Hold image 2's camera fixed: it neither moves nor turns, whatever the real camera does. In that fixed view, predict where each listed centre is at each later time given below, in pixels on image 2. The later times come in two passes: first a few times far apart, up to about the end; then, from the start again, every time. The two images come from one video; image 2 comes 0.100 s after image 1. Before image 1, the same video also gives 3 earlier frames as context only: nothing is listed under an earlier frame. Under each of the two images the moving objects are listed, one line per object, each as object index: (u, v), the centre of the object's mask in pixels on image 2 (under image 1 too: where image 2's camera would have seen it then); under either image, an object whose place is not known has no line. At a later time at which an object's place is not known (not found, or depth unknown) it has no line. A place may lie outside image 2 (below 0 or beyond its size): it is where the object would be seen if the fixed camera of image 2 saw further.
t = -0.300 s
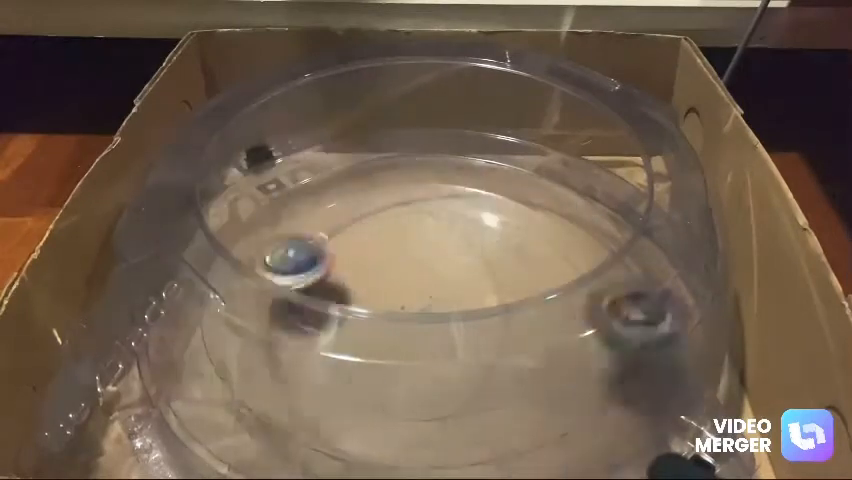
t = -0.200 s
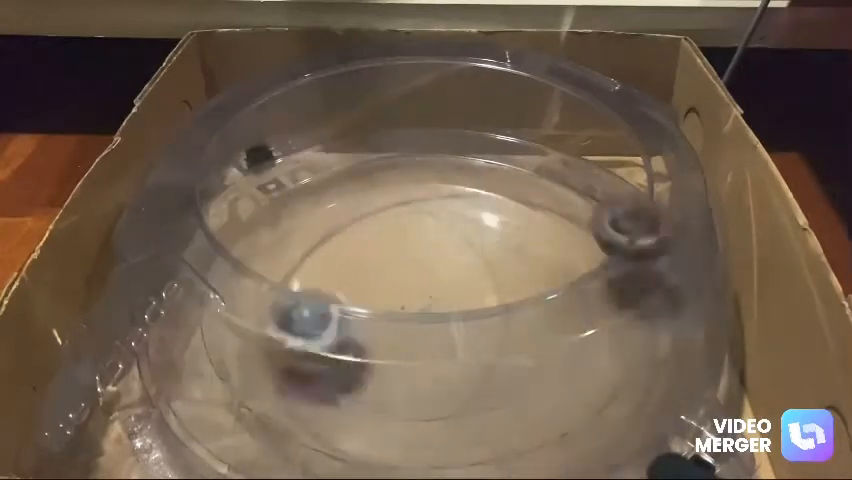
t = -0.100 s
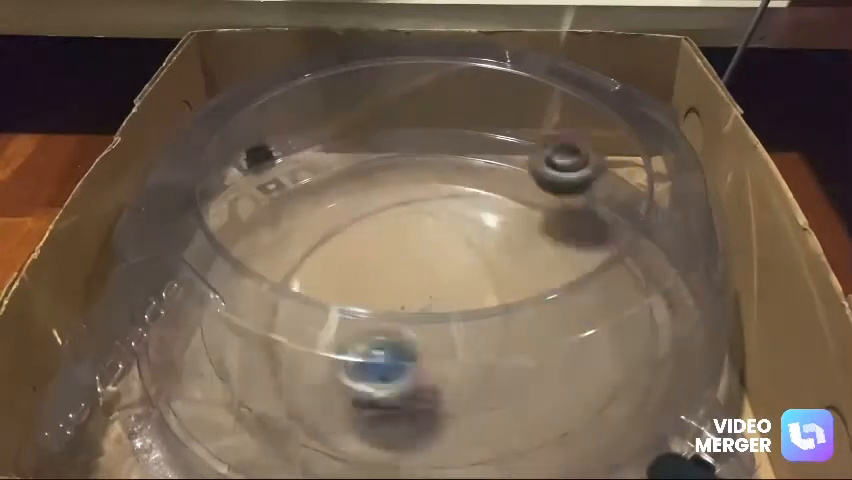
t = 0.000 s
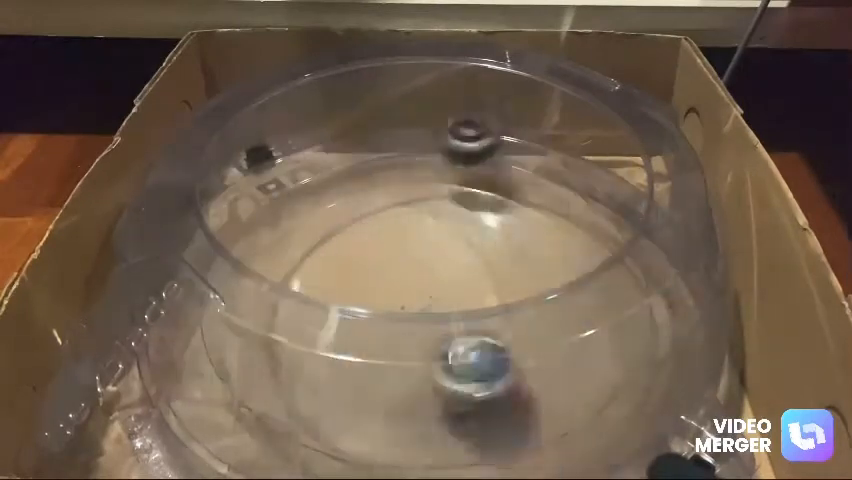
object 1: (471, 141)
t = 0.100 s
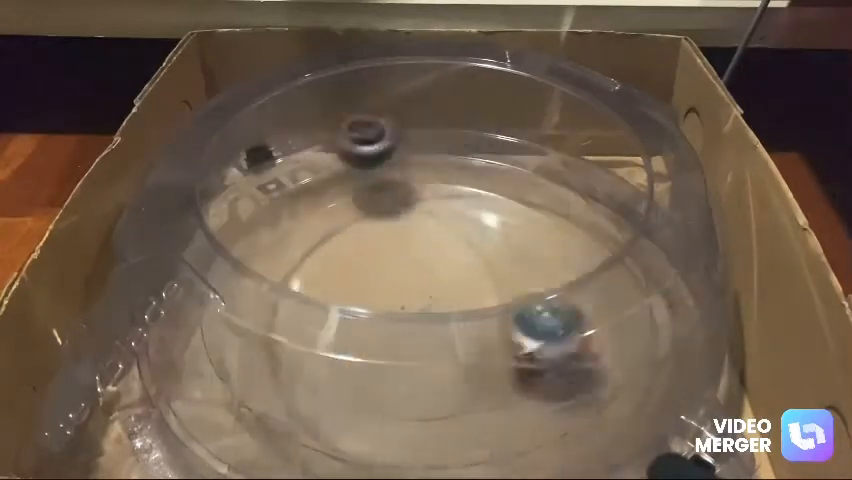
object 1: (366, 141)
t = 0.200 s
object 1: (273, 178)
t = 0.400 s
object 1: (227, 334)
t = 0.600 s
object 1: (476, 419)
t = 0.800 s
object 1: (644, 273)
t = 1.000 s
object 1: (527, 151)
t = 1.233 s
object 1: (296, 164)
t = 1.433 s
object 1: (207, 301)
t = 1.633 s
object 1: (400, 427)
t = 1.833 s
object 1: (633, 324)
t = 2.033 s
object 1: (578, 176)
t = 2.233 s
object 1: (399, 137)
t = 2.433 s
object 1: (241, 204)
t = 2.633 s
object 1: (238, 362)
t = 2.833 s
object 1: (499, 416)
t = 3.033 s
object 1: (646, 270)
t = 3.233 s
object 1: (536, 152)
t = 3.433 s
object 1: (347, 147)
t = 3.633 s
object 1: (215, 247)
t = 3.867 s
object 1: (340, 416)
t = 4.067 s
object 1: (595, 374)
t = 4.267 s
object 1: (628, 221)
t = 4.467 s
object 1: (490, 141)
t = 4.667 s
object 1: (315, 154)
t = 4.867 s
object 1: (211, 263)
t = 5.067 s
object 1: (285, 393)
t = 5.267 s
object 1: (542, 400)
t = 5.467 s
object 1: (643, 263)
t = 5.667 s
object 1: (542, 156)
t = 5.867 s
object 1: (380, 138)
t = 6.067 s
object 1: (239, 208)
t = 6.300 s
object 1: (250, 366)
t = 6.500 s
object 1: (463, 422)
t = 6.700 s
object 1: (637, 314)
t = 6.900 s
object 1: (593, 188)
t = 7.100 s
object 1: (459, 137)
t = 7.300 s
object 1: (300, 163)
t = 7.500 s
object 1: (213, 265)
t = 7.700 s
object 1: (285, 389)
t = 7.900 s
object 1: (517, 412)
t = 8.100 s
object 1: (644, 294)
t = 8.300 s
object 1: (583, 181)
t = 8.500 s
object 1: (471, 143)
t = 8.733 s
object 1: (314, 160)
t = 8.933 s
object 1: (232, 223)
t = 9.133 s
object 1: (223, 316)
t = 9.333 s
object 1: (305, 393)
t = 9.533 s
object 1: (446, 417)
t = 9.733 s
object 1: (577, 378)
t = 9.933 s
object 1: (639, 306)
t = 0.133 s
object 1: (332, 152)
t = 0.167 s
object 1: (300, 163)
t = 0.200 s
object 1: (273, 178)
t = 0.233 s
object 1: (248, 199)
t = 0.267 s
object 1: (230, 223)
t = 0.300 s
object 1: (215, 246)
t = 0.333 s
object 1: (212, 275)
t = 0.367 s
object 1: (210, 305)
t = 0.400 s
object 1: (227, 334)
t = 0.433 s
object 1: (248, 369)
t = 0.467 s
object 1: (275, 387)
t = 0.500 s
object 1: (322, 409)
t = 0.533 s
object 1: (369, 419)
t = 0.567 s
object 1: (423, 427)
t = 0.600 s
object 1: (476, 419)
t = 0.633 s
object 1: (525, 406)
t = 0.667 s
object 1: (568, 389)
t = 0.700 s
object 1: (606, 361)
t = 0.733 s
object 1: (628, 330)
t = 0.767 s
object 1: (640, 308)
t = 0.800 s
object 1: (644, 273)
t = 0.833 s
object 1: (641, 246)
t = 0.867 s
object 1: (628, 223)
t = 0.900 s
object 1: (609, 200)
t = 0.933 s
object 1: (583, 178)
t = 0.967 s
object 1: (557, 164)
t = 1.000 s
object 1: (527, 151)
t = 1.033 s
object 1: (495, 142)
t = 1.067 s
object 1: (463, 140)
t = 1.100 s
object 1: (431, 135)
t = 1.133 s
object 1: (396, 137)
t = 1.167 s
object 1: (365, 142)
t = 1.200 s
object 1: (332, 151)
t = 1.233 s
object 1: (296, 164)
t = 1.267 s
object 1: (274, 176)
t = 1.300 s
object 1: (250, 197)
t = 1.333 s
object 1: (232, 220)
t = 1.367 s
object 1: (217, 243)
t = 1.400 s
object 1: (211, 269)
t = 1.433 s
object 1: (207, 301)
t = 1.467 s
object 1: (222, 328)
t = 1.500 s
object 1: (238, 362)
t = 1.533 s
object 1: (266, 383)
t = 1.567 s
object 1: (304, 407)
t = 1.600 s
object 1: (353, 415)
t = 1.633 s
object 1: (400, 427)
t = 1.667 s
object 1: (454, 428)
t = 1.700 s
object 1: (501, 414)
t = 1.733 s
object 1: (547, 399)
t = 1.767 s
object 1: (587, 380)
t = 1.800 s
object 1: (613, 350)
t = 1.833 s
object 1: (633, 324)
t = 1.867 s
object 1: (643, 298)
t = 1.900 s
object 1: (644, 265)
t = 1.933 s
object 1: (632, 239)
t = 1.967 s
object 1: (623, 217)
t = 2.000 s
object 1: (603, 193)
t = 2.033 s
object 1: (578, 176)
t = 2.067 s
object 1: (553, 161)
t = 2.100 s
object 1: (523, 152)
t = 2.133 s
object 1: (493, 144)
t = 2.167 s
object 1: (464, 138)
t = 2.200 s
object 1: (433, 136)
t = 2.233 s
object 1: (399, 137)
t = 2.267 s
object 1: (371, 140)
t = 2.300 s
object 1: (339, 148)
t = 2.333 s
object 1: (307, 158)
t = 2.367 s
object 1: (283, 169)
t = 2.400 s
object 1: (261, 183)
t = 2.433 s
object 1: (241, 204)
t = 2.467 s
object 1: (225, 224)
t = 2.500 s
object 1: (213, 252)
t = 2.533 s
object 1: (211, 275)
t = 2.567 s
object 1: (210, 306)
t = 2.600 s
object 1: (222, 335)
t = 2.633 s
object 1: (238, 362)
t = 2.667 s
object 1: (268, 380)
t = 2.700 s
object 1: (310, 402)
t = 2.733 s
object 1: (348, 416)
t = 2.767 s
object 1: (398, 426)
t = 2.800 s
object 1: (451, 424)
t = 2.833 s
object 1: (499, 416)
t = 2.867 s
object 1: (547, 403)
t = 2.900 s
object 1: (585, 380)
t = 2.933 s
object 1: (613, 355)
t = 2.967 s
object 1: (633, 327)
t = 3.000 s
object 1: (645, 300)
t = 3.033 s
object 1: (646, 270)
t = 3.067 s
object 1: (640, 244)
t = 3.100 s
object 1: (625, 217)
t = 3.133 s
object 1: (609, 199)
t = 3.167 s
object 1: (587, 179)
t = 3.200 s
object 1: (560, 163)
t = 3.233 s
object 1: (536, 152)
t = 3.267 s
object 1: (504, 146)
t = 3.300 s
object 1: (472, 140)
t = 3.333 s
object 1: (444, 137)
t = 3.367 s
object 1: (410, 137)
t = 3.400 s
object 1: (379, 139)
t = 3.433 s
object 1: (347, 147)
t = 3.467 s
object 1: (320, 156)
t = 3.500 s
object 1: (285, 167)
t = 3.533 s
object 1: (266, 183)
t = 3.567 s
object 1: (246, 201)
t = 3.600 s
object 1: (225, 223)
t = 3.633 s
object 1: (215, 247)
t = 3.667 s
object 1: (208, 272)
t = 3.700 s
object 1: (208, 306)
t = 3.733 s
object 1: (223, 327)
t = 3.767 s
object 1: (237, 361)
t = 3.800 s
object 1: (264, 383)
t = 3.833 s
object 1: (295, 403)
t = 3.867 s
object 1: (340, 416)
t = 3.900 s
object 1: (382, 419)
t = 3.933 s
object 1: (430, 425)
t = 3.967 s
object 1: (477, 418)
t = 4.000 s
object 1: (521, 408)
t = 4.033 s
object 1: (561, 392)
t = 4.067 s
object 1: (595, 374)
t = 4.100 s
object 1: (619, 345)
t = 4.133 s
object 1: (635, 323)
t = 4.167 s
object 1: (643, 297)
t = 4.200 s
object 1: (641, 268)
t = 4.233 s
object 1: (639, 245)
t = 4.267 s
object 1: (628, 221)
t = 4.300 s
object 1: (611, 202)
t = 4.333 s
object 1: (592, 183)
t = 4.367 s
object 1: (568, 169)
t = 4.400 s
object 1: (544, 156)
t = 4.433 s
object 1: (518, 147)
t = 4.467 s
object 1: (490, 141)
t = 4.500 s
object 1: (460, 137)
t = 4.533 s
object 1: (432, 136)
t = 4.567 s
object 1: (399, 137)
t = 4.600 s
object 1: (371, 142)
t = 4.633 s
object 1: (344, 147)
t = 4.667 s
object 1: (315, 154)
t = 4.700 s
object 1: (287, 167)
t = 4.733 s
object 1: (269, 178)
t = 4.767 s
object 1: (248, 200)
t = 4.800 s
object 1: (235, 217)
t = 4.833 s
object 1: (217, 243)
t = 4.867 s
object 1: (211, 263)
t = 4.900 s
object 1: (208, 292)
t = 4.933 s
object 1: (213, 319)
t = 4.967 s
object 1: (219, 329)
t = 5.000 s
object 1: (234, 357)
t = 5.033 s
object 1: (257, 377)
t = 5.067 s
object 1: (285, 393)
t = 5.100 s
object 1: (332, 412)
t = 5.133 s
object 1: (368, 417)
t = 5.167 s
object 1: (411, 426)
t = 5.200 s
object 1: (458, 426)
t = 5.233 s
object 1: (502, 415)
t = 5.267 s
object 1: (542, 400)
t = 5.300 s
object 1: (578, 385)
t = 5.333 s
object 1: (606, 358)
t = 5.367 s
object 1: (624, 334)
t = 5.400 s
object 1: (640, 314)
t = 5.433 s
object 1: (646, 286)
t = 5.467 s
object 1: (643, 263)
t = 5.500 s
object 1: (634, 237)
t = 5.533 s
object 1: (624, 216)
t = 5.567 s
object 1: (607, 195)
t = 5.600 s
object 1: (587, 182)
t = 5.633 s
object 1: (564, 168)
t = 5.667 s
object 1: (542, 156)
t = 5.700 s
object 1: (517, 148)
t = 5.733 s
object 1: (488, 143)
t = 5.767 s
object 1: (462, 137)
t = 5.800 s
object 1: (434, 136)
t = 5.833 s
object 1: (405, 136)
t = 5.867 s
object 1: (380, 138)
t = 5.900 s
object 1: (352, 145)
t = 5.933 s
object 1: (323, 152)
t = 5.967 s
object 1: (298, 160)
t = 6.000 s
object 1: (276, 173)
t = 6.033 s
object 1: (255, 191)
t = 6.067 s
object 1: (239, 208)
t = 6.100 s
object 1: (227, 227)
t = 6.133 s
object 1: (214, 252)
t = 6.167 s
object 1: (211, 271)
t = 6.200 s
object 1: (213, 307)
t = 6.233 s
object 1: (221, 324)
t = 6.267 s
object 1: (236, 344)
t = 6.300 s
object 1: (250, 366)
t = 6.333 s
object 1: (272, 383)
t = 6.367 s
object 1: (304, 398)
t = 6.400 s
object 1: (342, 410)
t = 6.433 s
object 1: (379, 418)
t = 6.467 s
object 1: (420, 421)
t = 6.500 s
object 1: (463, 422)
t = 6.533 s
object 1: (505, 413)
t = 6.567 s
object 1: (544, 400)
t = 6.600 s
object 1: (580, 385)
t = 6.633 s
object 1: (606, 361)
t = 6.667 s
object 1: (623, 336)
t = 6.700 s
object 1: (637, 314)
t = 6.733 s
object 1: (643, 294)
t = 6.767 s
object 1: (645, 269)
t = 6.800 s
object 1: (636, 243)
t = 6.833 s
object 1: (625, 223)
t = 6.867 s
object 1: (610, 205)
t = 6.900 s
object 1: (593, 188)
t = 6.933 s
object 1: (574, 175)
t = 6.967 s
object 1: (553, 164)
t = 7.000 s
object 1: (533, 153)
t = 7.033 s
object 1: (509, 149)
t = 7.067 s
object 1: (485, 142)
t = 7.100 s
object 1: (459, 137)
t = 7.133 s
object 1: (433, 137)
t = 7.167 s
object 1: (405, 136)
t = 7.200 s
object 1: (380, 140)
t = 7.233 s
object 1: (353, 143)
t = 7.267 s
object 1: (327, 152)
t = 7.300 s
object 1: (300, 163)
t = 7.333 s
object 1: (276, 171)
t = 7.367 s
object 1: (261, 188)
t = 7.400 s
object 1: (244, 204)
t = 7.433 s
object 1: (227, 224)
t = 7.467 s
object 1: (217, 243)
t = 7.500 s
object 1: (213, 265)
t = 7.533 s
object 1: (213, 291)
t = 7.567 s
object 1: (216, 312)
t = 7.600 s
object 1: (233, 333)
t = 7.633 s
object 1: (242, 353)
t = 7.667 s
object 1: (259, 375)
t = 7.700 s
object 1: (285, 389)
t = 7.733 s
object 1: (319, 402)
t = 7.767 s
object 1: (354, 415)
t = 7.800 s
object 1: (392, 423)
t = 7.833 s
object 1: (434, 424)
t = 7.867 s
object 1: (475, 421)
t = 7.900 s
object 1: (517, 412)
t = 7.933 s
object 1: (555, 397)
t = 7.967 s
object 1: (584, 380)
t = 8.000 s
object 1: (608, 358)
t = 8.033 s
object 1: (625, 333)
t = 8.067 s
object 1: (637, 313)
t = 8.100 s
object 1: (644, 294)
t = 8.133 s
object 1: (642, 265)
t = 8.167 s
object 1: (633, 248)
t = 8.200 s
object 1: (627, 226)
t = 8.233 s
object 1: (613, 209)
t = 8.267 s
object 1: (602, 194)
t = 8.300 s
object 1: (583, 181)
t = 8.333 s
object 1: (567, 172)
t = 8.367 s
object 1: (549, 161)
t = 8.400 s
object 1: (532, 156)
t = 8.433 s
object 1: (511, 149)
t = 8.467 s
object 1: (493, 146)
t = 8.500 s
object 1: (471, 143)
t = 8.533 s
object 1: (448, 138)
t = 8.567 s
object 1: (426, 138)
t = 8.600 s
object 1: (401, 140)
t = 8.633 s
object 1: (379, 142)
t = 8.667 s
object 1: (356, 145)
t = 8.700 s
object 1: (334, 153)
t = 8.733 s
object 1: (314, 160)
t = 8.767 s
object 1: (293, 169)
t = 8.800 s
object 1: (276, 177)
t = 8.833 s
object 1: (263, 188)
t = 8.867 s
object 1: (250, 200)
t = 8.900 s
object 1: (240, 211)
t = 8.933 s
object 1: (232, 223)
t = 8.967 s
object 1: (223, 238)
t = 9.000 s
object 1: (220, 251)
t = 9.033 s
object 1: (218, 266)
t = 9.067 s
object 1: (217, 281)
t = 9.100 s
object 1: (219, 300)
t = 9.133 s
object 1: (223, 316)
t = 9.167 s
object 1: (232, 326)
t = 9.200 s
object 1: (242, 339)
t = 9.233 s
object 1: (249, 351)
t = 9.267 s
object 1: (265, 366)
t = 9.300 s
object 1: (282, 377)
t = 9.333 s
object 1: (305, 393)
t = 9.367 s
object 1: (324, 399)
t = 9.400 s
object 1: (346, 408)
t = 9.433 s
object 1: (370, 413)
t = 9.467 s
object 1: (397, 417)
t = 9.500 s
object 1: (422, 416)
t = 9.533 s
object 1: (446, 417)
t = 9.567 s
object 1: (471, 416)
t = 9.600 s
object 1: (495, 411)
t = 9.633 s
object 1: (517, 404)
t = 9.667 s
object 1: (539, 396)
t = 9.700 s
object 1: (560, 389)
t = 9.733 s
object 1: (577, 378)
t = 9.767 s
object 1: (593, 365)
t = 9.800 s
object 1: (607, 355)
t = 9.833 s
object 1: (619, 342)
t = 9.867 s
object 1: (626, 327)
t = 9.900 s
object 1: (634, 318)
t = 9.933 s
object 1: (639, 306)
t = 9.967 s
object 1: (641, 294)
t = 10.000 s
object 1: (642, 282)
